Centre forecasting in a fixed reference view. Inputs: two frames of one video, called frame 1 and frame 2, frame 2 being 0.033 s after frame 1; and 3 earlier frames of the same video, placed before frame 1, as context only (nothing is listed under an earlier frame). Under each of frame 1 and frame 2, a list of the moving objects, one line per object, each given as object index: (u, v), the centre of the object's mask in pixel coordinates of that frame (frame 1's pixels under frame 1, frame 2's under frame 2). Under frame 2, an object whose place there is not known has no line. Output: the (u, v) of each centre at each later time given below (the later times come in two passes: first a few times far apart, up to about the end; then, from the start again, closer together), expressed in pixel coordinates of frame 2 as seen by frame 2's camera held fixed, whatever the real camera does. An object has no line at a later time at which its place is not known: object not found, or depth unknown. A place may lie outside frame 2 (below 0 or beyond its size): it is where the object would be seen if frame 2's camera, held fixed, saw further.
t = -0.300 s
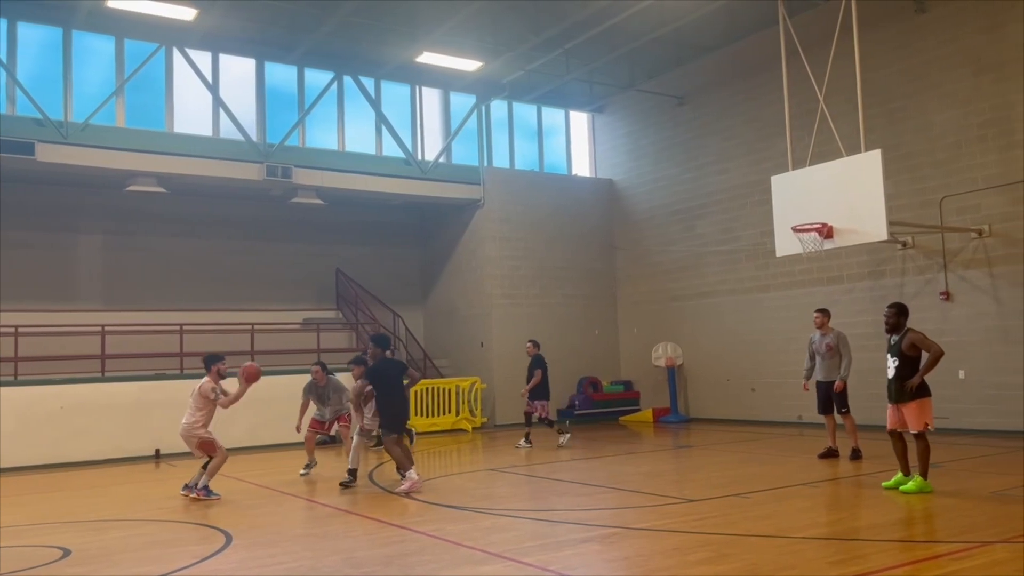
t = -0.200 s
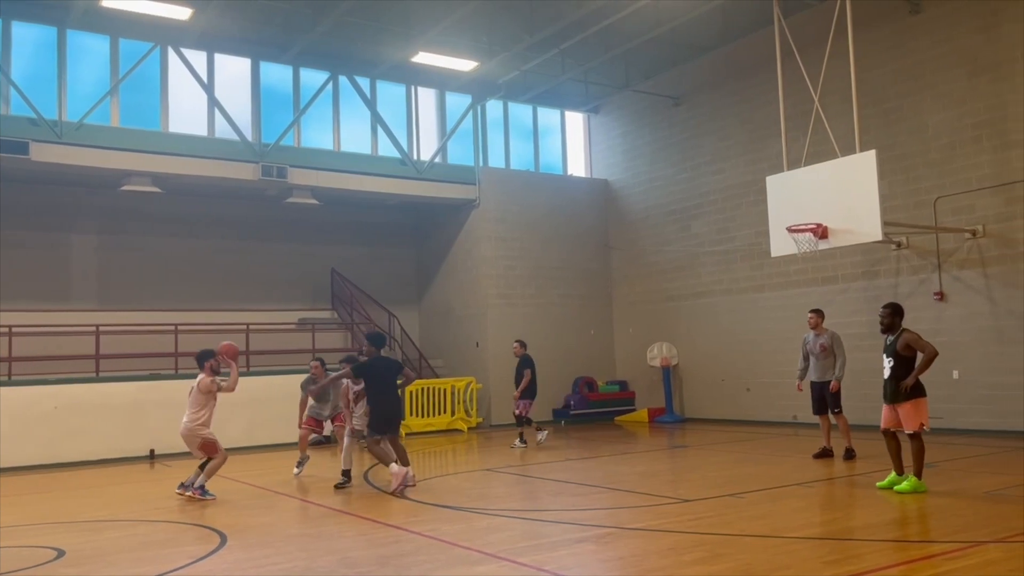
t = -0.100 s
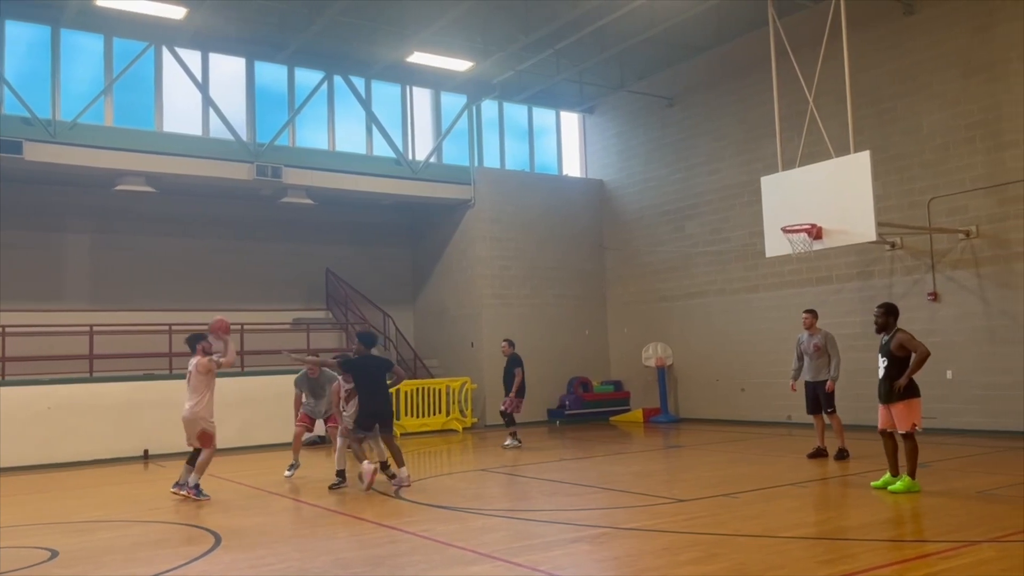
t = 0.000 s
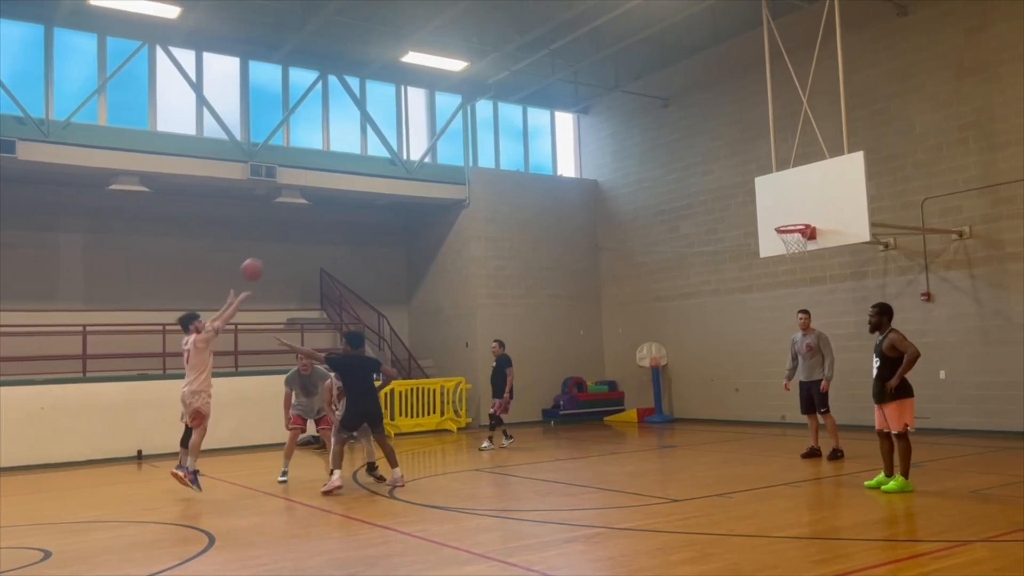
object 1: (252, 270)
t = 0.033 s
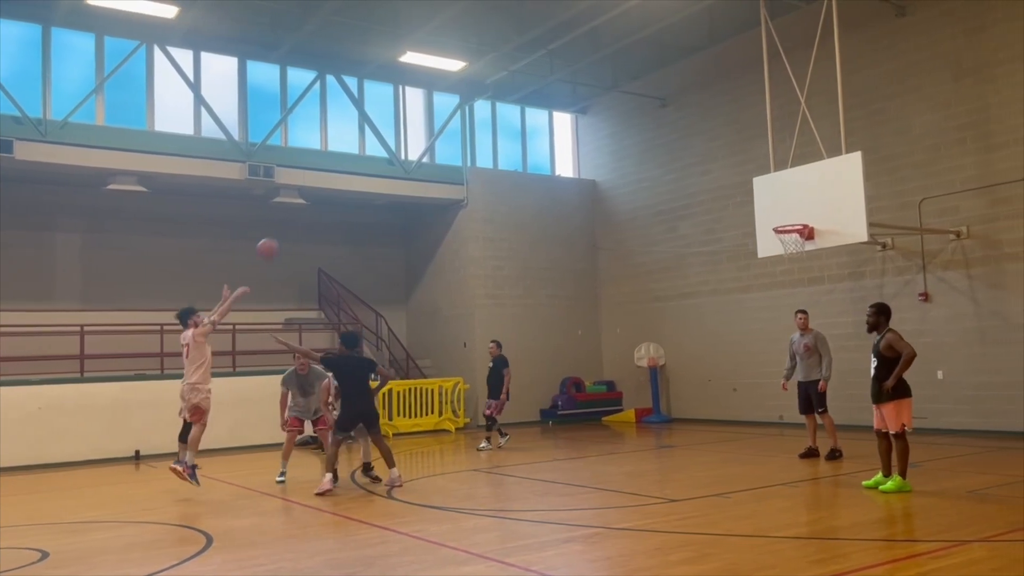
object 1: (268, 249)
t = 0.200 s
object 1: (352, 167)
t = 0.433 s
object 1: (458, 99)
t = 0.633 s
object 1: (540, 79)
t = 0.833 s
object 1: (615, 88)
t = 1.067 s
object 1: (698, 135)
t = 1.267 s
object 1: (765, 199)
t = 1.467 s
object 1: (816, 187)
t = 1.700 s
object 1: (859, 149)
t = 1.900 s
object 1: (891, 147)
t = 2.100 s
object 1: (927, 177)
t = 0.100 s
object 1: (301, 212)
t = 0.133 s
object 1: (319, 196)
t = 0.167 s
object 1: (335, 181)
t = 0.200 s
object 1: (352, 167)
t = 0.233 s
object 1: (367, 155)
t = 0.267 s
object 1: (383, 143)
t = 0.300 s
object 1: (398, 132)
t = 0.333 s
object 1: (413, 122)
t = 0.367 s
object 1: (428, 114)
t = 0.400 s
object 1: (443, 106)
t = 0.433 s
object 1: (458, 99)
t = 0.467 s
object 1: (471, 93)
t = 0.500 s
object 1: (486, 88)
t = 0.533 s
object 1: (499, 85)
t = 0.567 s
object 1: (513, 82)
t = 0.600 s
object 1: (526, 80)
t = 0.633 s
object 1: (540, 79)
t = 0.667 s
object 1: (553, 79)
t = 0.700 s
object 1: (565, 79)
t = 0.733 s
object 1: (579, 81)
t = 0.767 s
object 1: (591, 83)
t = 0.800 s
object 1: (603, 86)
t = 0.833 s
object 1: (615, 88)
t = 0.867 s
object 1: (627, 94)
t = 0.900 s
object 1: (639, 99)
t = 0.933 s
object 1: (651, 105)
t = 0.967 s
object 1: (663, 112)
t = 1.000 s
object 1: (674, 119)
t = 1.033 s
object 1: (686, 127)
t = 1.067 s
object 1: (698, 135)
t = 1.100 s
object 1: (709, 144)
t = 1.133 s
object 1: (720, 154)
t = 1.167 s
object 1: (731, 164)
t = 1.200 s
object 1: (742, 175)
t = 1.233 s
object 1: (754, 187)
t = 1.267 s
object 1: (765, 199)
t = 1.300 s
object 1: (775, 212)
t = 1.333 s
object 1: (785, 223)
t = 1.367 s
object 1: (793, 213)
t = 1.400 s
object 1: (800, 204)
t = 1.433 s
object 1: (808, 195)
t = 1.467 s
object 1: (816, 187)
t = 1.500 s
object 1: (824, 179)
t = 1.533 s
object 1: (833, 172)
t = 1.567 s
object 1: (841, 166)
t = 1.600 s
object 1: (845, 161)
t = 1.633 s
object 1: (850, 156)
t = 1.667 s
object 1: (855, 152)
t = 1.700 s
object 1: (859, 149)
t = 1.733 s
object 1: (864, 147)
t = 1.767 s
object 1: (869, 145)
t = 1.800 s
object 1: (875, 144)
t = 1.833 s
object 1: (880, 144)
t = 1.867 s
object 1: (885, 145)
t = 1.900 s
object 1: (891, 147)
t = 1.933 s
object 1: (896, 150)
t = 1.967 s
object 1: (902, 153)
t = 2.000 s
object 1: (908, 158)
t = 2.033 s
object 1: (914, 163)
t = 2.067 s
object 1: (921, 170)
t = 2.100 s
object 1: (927, 177)
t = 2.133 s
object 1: (934, 185)
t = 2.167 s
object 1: (941, 195)
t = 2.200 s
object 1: (947, 205)
